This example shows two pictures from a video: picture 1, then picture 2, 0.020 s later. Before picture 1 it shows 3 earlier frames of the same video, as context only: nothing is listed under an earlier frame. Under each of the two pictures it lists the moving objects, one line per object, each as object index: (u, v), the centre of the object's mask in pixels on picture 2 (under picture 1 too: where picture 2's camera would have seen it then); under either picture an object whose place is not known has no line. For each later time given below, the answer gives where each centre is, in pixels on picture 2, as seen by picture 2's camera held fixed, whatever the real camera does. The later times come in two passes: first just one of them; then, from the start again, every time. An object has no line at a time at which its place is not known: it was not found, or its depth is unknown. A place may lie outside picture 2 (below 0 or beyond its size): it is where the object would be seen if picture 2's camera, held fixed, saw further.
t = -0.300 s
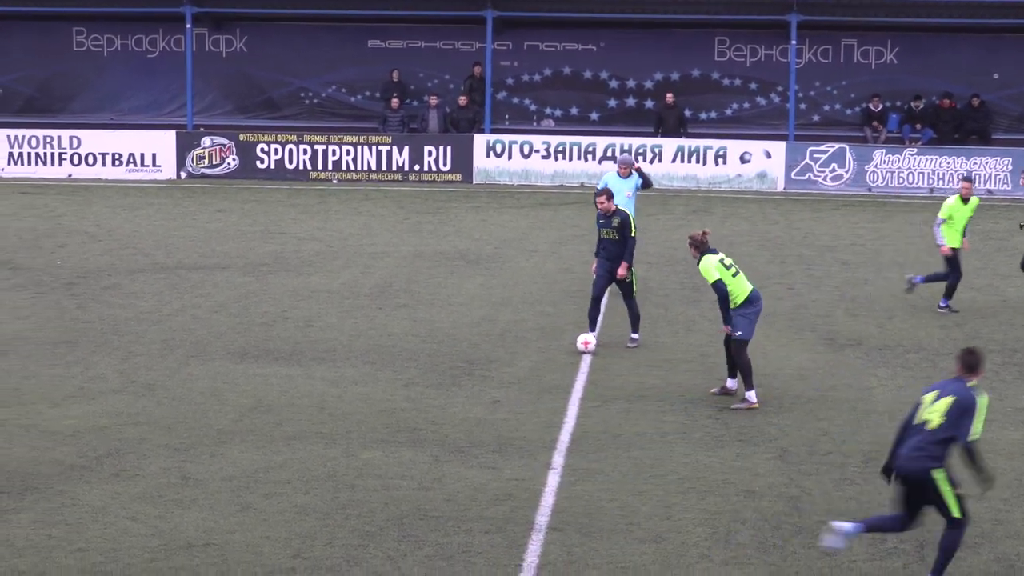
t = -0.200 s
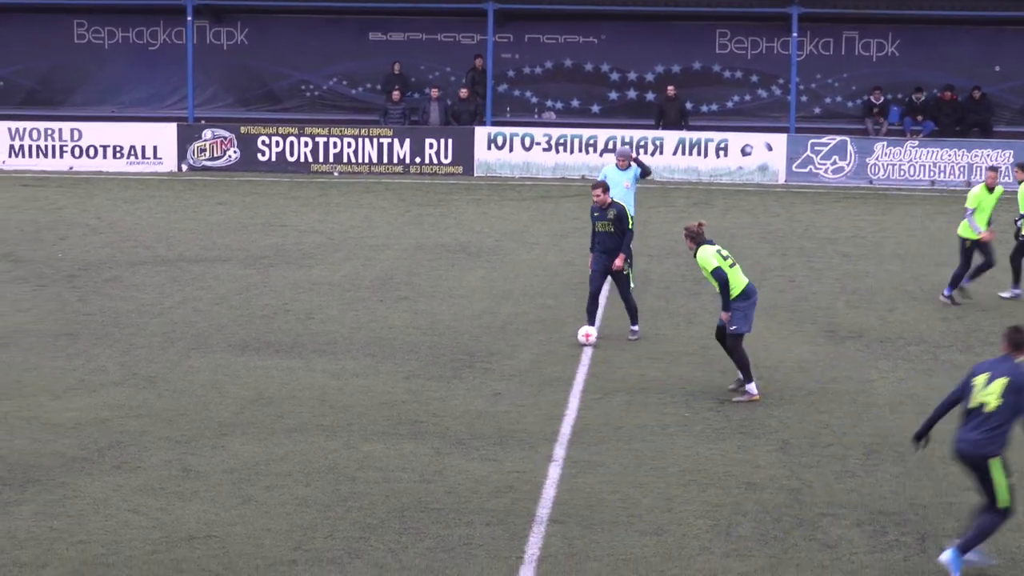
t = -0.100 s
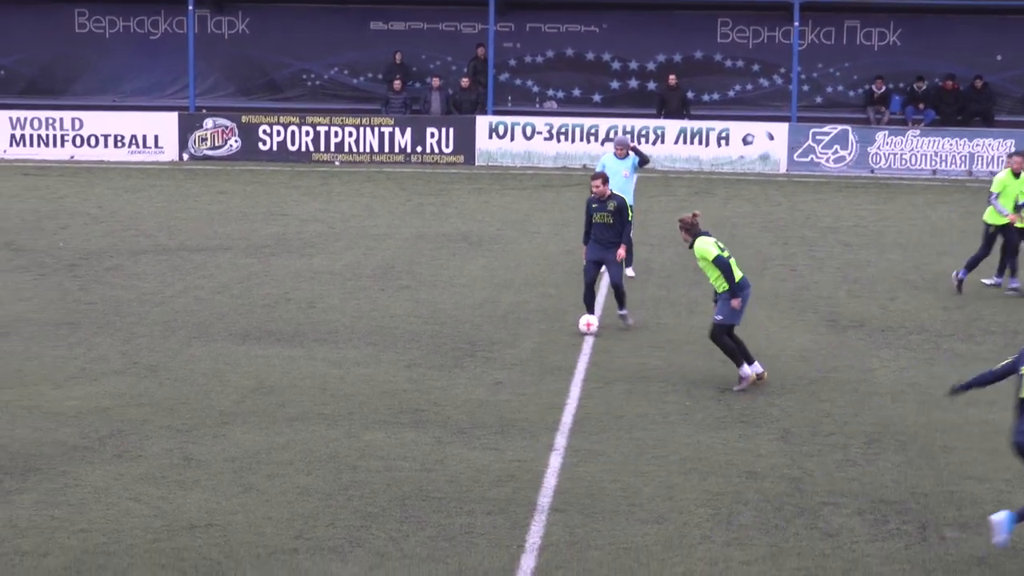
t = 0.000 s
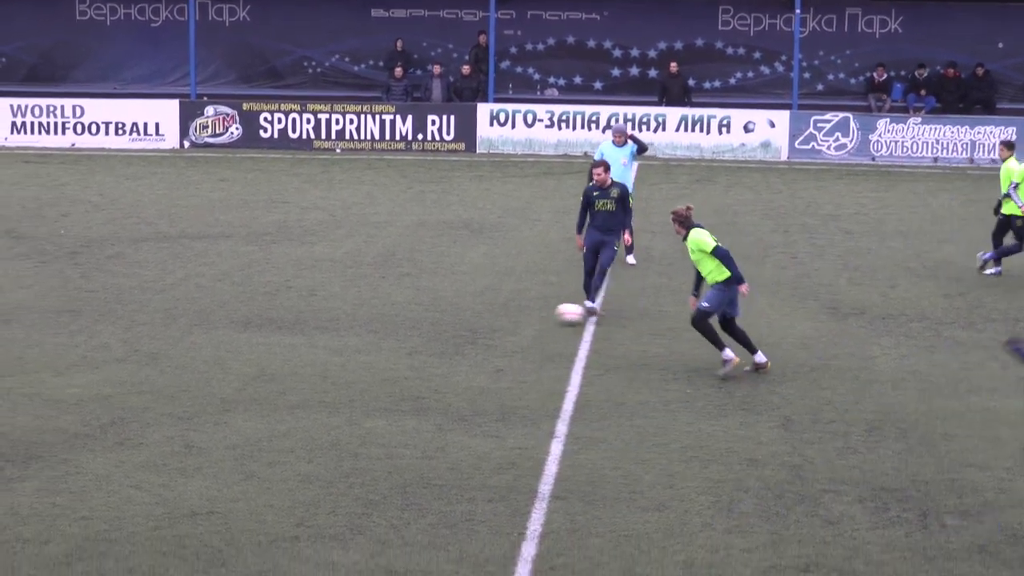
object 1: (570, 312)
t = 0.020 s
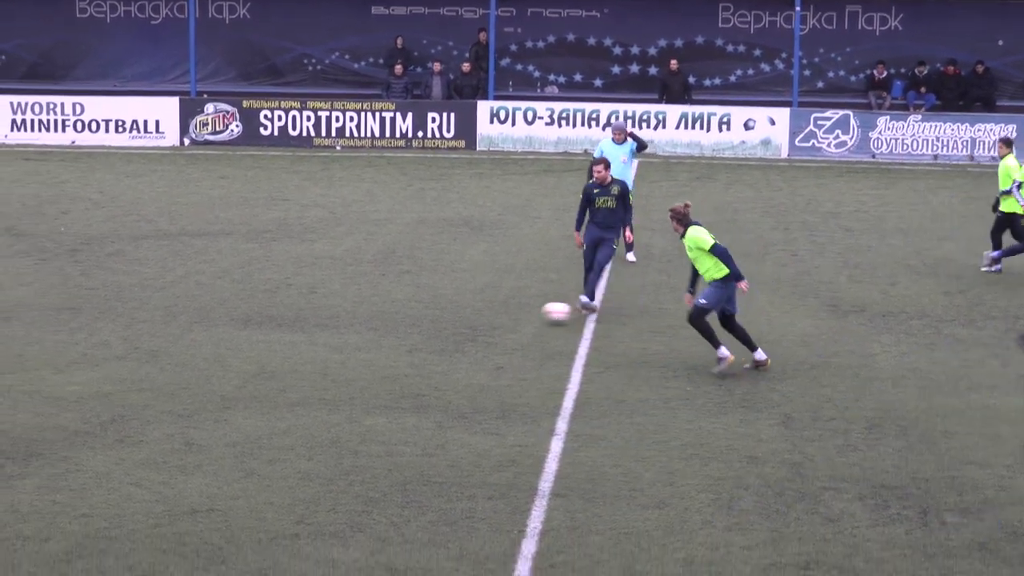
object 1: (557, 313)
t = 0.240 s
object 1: (404, 337)
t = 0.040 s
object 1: (543, 314)
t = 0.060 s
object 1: (529, 316)
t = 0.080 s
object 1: (516, 318)
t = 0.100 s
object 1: (502, 320)
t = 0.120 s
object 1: (487, 324)
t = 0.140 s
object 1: (473, 327)
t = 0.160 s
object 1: (459, 329)
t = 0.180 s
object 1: (445, 330)
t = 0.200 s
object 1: (431, 332)
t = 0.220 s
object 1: (418, 334)
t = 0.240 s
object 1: (404, 337)
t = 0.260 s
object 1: (389, 339)
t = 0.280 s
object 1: (375, 342)
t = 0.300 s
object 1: (361, 346)
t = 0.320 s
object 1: (347, 349)
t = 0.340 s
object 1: (333, 350)
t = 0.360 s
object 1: (319, 352)
